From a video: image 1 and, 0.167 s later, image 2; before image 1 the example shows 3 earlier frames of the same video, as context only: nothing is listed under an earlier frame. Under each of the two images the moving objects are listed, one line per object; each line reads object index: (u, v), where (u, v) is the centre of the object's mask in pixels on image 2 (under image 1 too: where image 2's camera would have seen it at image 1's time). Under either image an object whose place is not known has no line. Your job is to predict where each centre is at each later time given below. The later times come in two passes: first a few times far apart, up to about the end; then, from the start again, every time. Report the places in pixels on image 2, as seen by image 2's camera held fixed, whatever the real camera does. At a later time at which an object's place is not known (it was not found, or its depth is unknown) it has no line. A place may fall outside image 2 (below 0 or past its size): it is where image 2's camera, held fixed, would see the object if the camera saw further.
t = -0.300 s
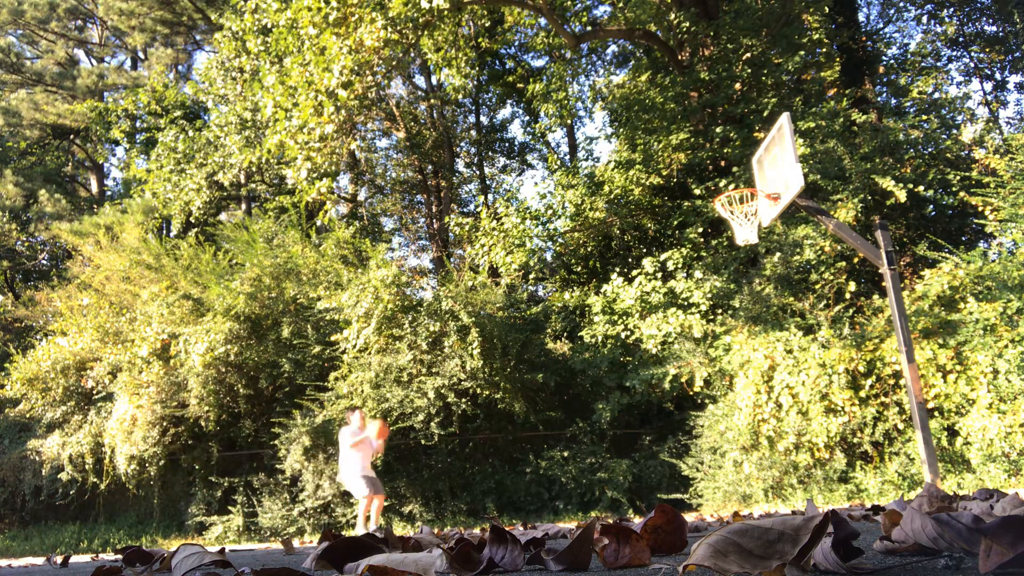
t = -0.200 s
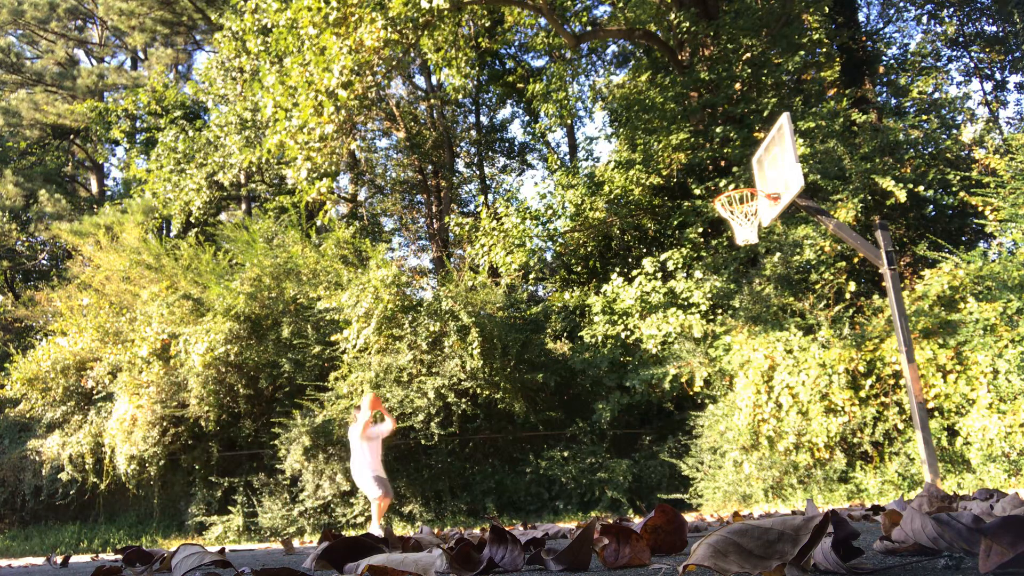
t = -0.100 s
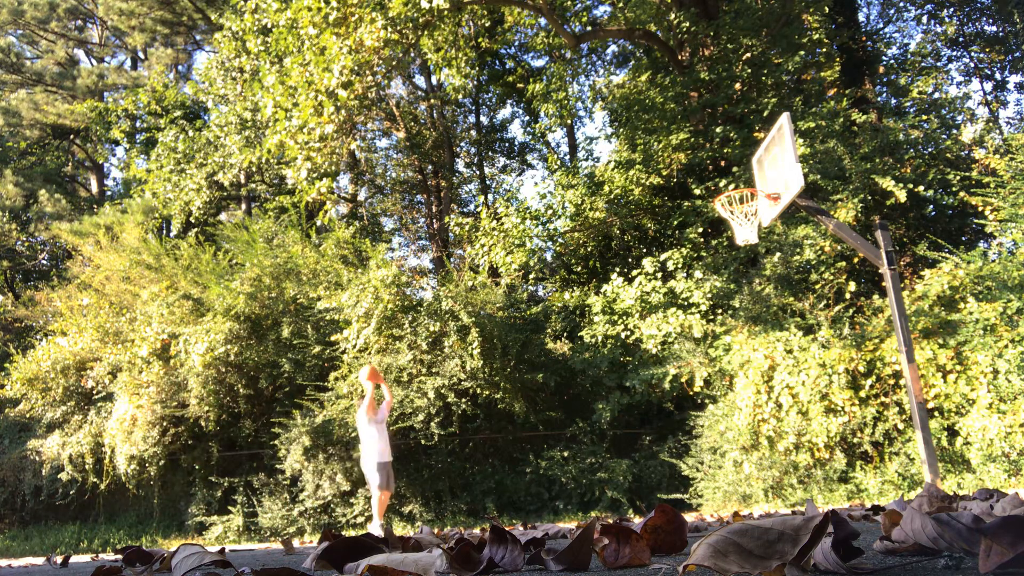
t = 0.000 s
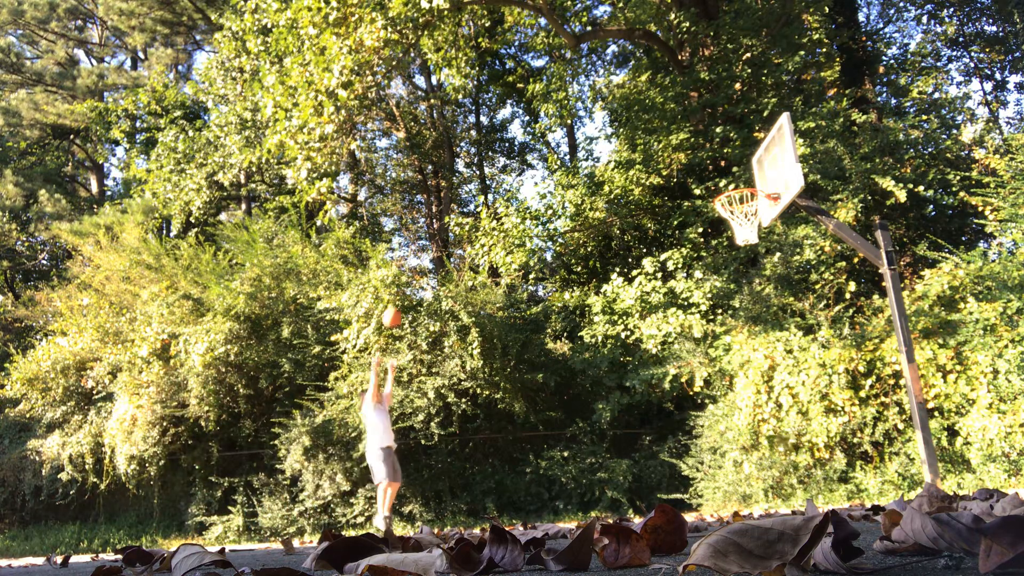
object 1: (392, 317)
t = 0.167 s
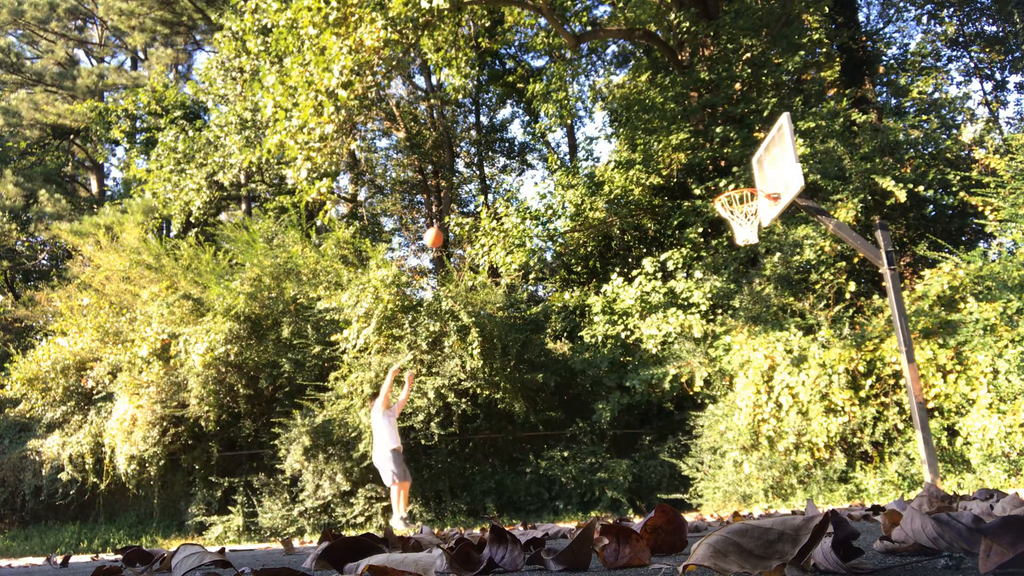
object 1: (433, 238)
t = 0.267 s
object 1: (458, 200)
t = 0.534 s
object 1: (529, 134)
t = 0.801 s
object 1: (606, 115)
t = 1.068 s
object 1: (700, 152)
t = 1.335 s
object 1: (745, 196)
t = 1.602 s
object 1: (742, 224)
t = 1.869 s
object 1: (754, 241)
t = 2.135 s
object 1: (767, 305)
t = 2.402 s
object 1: (795, 451)
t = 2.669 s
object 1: (779, 382)
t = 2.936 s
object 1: (757, 305)
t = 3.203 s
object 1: (750, 305)
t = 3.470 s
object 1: (752, 383)
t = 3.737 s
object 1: (756, 461)
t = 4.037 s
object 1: (725, 358)
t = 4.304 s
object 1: (713, 360)
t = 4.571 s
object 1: (712, 452)
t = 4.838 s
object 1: (692, 423)
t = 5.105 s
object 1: (671, 391)
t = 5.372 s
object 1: (661, 453)
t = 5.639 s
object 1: (640, 443)
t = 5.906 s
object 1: (617, 426)
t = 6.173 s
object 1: (603, 502)
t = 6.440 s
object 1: (574, 444)
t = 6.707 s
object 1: (553, 491)
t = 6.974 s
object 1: (526, 462)
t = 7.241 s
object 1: (505, 504)
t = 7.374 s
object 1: (490, 483)
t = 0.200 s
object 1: (441, 224)
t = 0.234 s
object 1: (450, 211)
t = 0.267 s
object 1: (458, 200)
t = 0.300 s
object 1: (467, 189)
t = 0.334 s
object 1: (476, 179)
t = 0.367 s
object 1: (485, 169)
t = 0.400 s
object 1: (493, 161)
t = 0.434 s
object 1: (502, 153)
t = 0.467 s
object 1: (511, 147)
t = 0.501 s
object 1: (520, 140)
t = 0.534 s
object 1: (529, 134)
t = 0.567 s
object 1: (538, 129)
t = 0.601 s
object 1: (547, 125)
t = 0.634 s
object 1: (556, 121)
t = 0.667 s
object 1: (566, 118)
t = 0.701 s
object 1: (576, 116)
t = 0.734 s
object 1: (586, 115)
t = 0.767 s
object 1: (597, 114)
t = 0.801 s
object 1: (606, 115)
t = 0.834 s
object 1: (618, 117)
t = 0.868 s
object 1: (628, 119)
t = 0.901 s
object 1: (640, 121)
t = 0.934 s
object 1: (651, 126)
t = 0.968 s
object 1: (662, 130)
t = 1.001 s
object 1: (675, 137)
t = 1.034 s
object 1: (687, 143)
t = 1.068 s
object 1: (700, 152)
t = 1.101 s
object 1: (713, 160)
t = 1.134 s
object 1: (727, 171)
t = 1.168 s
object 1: (740, 180)
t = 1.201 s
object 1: (750, 192)
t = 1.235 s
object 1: (734, 198)
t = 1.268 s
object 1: (726, 199)
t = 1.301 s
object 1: (741, 197)
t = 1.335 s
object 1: (745, 196)
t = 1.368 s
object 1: (741, 196)
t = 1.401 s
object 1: (733, 197)
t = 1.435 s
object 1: (733, 199)
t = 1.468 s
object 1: (736, 204)
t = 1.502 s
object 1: (734, 211)
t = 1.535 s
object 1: (735, 215)
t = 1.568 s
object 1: (738, 224)
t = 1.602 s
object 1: (742, 224)
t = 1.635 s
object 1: (743, 227)
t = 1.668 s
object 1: (746, 227)
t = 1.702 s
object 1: (746, 228)
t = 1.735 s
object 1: (747, 231)
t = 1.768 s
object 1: (747, 229)
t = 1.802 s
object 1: (749, 235)
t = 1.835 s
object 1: (756, 240)
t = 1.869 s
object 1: (754, 241)
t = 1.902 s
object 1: (754, 244)
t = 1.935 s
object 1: (755, 249)
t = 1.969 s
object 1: (756, 254)
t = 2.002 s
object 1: (757, 262)
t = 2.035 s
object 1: (760, 271)
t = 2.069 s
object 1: (762, 281)
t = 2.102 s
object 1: (765, 292)
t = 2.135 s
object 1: (767, 305)
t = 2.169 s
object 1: (770, 318)
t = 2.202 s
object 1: (773, 333)
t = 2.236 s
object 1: (777, 350)
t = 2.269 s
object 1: (780, 367)
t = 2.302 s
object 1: (784, 385)
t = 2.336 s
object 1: (788, 406)
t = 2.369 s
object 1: (792, 428)
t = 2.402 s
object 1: (795, 451)
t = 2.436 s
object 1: (800, 476)
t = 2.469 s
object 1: (803, 495)
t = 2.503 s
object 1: (800, 476)
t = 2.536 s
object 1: (794, 454)
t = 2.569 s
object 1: (790, 434)
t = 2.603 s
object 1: (786, 414)
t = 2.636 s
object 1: (782, 398)
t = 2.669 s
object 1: (779, 382)
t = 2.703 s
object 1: (775, 367)
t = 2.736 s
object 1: (772, 355)
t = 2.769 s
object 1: (769, 344)
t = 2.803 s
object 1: (766, 333)
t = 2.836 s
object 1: (764, 324)
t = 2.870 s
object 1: (761, 316)
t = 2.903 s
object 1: (759, 310)
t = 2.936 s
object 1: (757, 305)
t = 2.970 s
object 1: (756, 301)
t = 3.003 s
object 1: (754, 298)
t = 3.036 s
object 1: (753, 296)
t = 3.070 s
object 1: (752, 296)
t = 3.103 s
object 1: (751, 296)
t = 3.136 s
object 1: (751, 298)
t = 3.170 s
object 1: (750, 301)
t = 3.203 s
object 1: (750, 305)
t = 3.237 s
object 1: (750, 310)
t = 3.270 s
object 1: (749, 317)
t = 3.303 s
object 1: (749, 325)
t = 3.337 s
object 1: (750, 334)
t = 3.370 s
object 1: (751, 344)
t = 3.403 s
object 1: (751, 356)
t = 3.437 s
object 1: (752, 369)
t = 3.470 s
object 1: (752, 383)
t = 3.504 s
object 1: (754, 400)
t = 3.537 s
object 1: (756, 415)
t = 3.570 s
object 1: (758, 435)
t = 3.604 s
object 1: (760, 456)
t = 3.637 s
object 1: (763, 478)
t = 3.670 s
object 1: (765, 500)
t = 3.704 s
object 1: (761, 480)
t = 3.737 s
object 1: (756, 461)
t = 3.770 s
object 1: (752, 444)
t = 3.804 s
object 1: (748, 427)
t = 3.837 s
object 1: (745, 413)
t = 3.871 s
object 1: (741, 400)
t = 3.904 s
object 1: (737, 388)
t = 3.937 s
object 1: (734, 379)
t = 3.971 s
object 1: (731, 370)
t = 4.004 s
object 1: (729, 363)
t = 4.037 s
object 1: (725, 358)
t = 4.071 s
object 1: (724, 353)
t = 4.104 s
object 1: (721, 350)
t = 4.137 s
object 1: (719, 348)
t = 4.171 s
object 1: (717, 348)
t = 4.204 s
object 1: (716, 349)
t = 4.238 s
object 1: (715, 352)
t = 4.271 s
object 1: (714, 355)
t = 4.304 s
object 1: (713, 360)
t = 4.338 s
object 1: (712, 366)
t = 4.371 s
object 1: (712, 375)
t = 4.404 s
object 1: (711, 384)
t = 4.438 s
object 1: (710, 394)
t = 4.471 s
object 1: (710, 406)
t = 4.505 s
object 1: (710, 420)
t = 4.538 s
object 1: (711, 435)
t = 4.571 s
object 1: (712, 452)
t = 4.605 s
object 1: (713, 471)
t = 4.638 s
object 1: (714, 491)
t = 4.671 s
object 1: (712, 495)
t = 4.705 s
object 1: (708, 477)
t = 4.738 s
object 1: (704, 461)
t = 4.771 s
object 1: (699, 446)
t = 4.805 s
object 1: (695, 434)
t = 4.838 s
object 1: (692, 423)
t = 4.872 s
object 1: (688, 413)
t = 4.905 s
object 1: (685, 406)
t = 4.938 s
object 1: (682, 400)
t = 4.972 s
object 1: (680, 395)
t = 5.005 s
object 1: (677, 392)
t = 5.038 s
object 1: (675, 390)
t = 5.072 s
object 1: (673, 390)
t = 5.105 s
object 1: (671, 391)
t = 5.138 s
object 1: (669, 393)
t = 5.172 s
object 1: (667, 397)
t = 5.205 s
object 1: (666, 403)
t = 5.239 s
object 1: (664, 410)
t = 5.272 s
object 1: (664, 418)
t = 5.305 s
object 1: (662, 428)
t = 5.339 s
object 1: (662, 440)
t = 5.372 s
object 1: (661, 453)
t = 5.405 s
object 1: (660, 468)
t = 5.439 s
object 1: (660, 485)
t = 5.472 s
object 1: (659, 498)
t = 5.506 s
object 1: (655, 489)
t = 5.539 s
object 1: (652, 476)
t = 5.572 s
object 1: (648, 463)
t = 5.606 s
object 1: (644, 452)
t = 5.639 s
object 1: (640, 443)
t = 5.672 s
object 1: (637, 435)
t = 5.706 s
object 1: (633, 429)
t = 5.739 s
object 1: (630, 424)
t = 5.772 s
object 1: (627, 421)
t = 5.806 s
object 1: (624, 420)
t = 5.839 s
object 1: (622, 421)
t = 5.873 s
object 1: (620, 423)
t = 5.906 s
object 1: (617, 426)
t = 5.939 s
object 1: (615, 430)
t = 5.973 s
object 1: (613, 437)
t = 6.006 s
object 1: (611, 446)
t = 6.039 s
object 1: (609, 455)
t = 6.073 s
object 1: (608, 467)
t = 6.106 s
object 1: (606, 480)
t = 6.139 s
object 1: (605, 495)
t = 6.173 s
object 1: (603, 502)
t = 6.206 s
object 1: (599, 490)
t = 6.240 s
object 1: (595, 478)
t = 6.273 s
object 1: (591, 468)
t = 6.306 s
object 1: (587, 460)
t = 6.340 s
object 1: (583, 453)
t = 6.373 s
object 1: (580, 448)
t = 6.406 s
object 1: (577, 445)
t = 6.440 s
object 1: (574, 444)
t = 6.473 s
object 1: (571, 444)
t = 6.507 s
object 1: (568, 446)
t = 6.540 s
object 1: (565, 449)
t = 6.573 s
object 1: (562, 454)
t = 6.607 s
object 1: (560, 461)
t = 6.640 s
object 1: (557, 469)
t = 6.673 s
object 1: (555, 479)
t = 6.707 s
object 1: (553, 491)
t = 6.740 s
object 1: (550, 504)
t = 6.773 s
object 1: (547, 502)
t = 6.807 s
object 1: (543, 491)
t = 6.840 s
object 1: (540, 481)
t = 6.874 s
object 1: (536, 474)
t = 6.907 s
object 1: (533, 468)
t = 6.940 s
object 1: (529, 464)
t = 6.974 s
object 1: (526, 462)
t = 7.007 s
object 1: (523, 461)
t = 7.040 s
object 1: (520, 462)
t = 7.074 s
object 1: (517, 465)
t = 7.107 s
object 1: (514, 470)
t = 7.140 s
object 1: (512, 476)
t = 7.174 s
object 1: (509, 484)
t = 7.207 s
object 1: (506, 494)
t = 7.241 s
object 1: (505, 504)
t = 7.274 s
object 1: (502, 505)
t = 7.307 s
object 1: (497, 497)
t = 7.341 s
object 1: (494, 489)
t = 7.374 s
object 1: (490, 483)
